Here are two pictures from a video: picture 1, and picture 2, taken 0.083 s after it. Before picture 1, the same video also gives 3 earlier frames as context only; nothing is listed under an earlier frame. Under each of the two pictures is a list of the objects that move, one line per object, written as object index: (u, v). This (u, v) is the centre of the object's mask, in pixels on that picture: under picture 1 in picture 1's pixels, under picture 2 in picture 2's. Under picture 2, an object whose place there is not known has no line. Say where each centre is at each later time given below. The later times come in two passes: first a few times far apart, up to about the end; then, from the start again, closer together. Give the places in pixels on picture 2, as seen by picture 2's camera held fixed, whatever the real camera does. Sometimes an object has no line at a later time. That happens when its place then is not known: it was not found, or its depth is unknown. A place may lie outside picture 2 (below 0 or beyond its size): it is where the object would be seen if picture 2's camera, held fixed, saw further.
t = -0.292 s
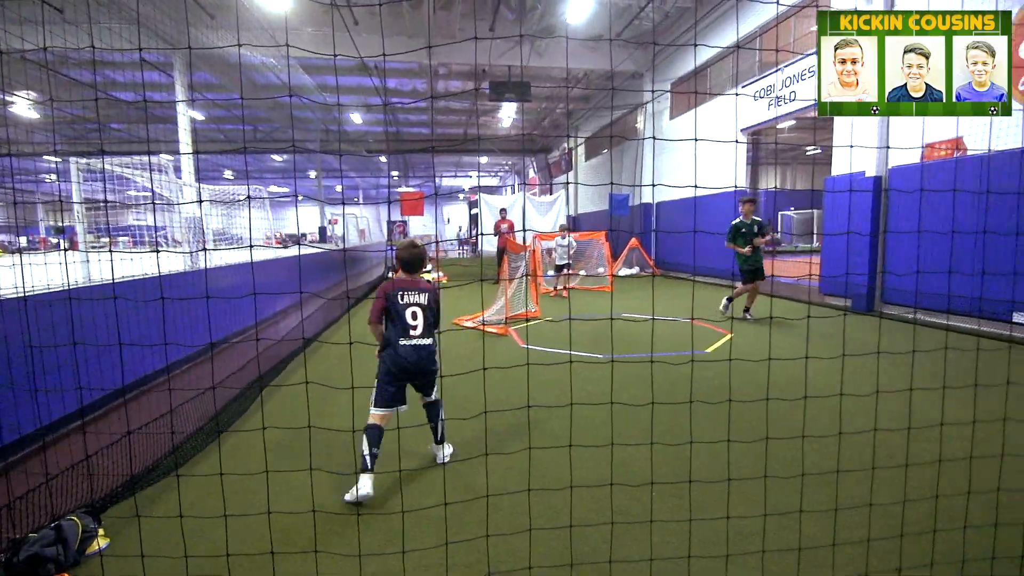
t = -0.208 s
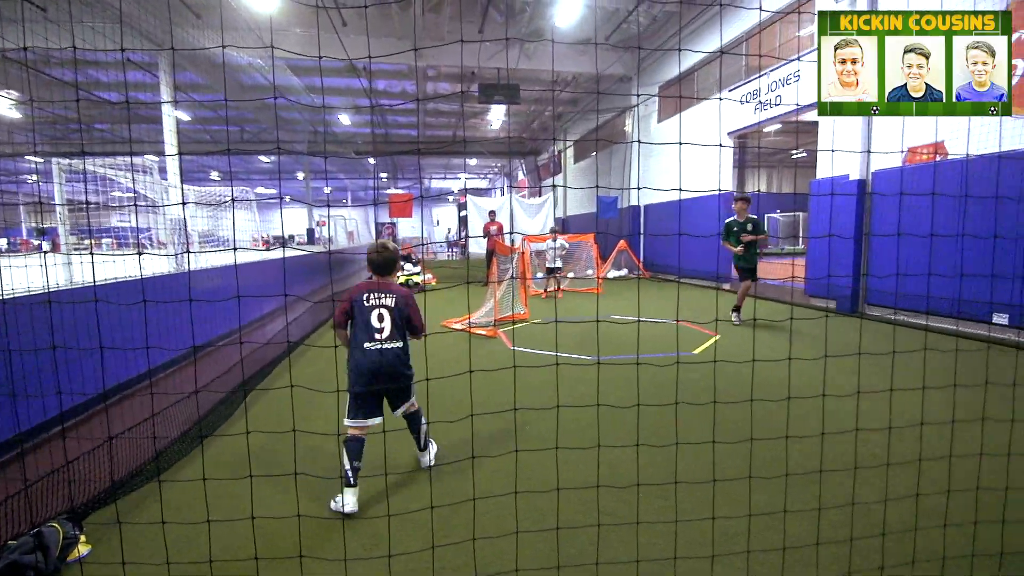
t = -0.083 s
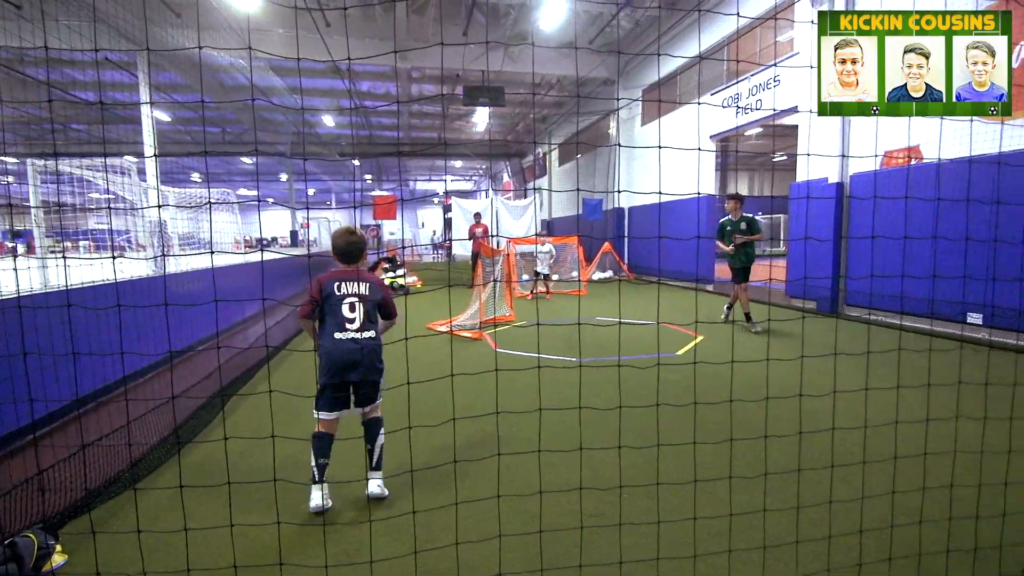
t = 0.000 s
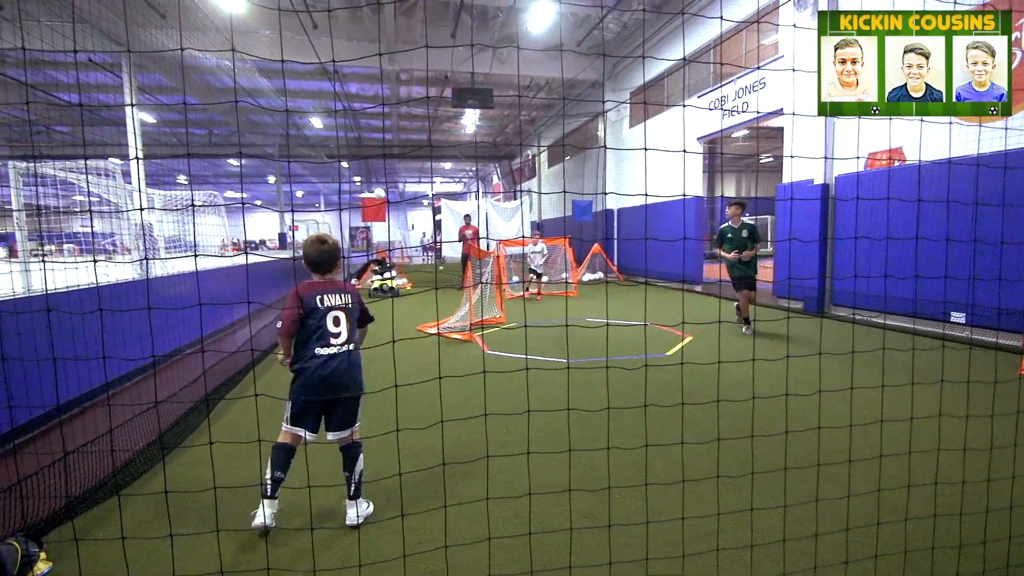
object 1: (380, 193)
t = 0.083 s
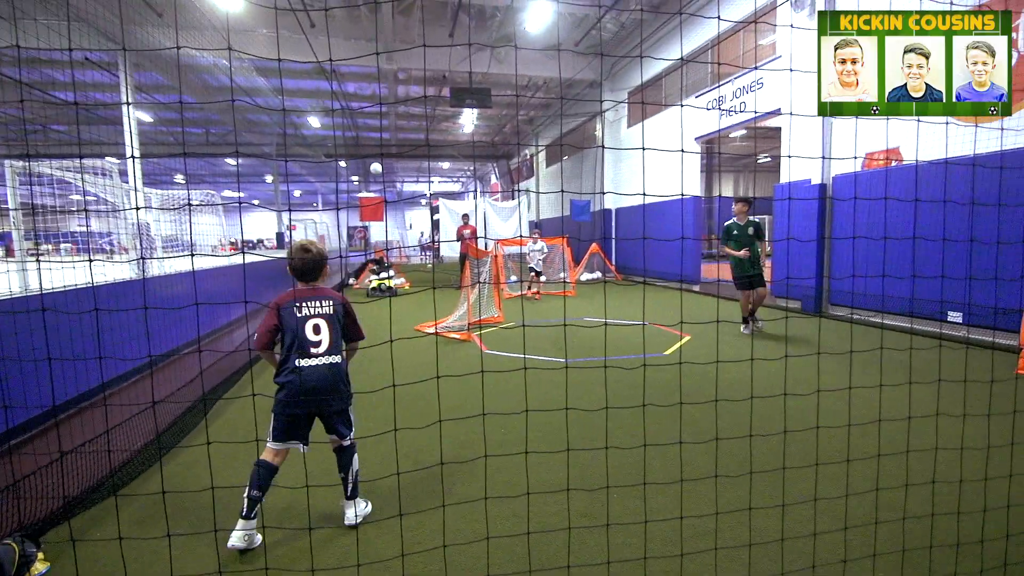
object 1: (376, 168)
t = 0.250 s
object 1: (374, 122)
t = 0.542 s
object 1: (374, 63)
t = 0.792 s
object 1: (376, 58)
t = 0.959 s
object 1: (380, 111)
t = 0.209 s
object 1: (375, 133)
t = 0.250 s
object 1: (374, 122)
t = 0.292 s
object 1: (374, 112)
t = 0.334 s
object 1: (373, 101)
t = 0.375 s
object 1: (374, 92)
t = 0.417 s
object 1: (374, 84)
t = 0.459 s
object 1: (374, 76)
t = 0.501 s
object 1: (374, 69)
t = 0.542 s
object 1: (374, 63)
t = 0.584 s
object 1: (375, 57)
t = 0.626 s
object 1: (375, 54)
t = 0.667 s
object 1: (375, 53)
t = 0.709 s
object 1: (376, 52)
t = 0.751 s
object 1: (376, 54)
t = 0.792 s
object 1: (376, 58)
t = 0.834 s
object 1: (377, 66)
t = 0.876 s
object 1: (378, 77)
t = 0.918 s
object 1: (379, 92)
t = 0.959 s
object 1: (380, 111)
